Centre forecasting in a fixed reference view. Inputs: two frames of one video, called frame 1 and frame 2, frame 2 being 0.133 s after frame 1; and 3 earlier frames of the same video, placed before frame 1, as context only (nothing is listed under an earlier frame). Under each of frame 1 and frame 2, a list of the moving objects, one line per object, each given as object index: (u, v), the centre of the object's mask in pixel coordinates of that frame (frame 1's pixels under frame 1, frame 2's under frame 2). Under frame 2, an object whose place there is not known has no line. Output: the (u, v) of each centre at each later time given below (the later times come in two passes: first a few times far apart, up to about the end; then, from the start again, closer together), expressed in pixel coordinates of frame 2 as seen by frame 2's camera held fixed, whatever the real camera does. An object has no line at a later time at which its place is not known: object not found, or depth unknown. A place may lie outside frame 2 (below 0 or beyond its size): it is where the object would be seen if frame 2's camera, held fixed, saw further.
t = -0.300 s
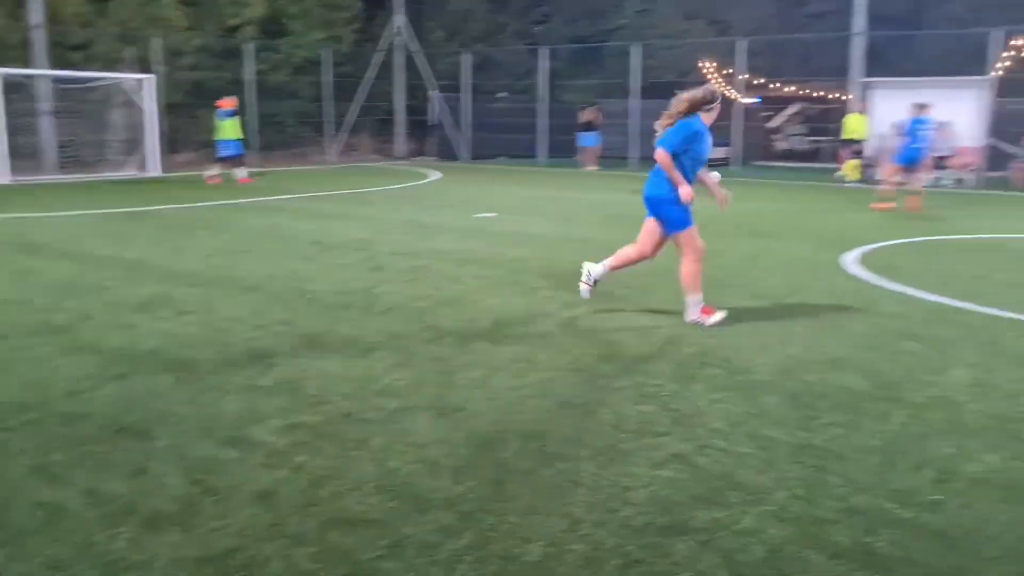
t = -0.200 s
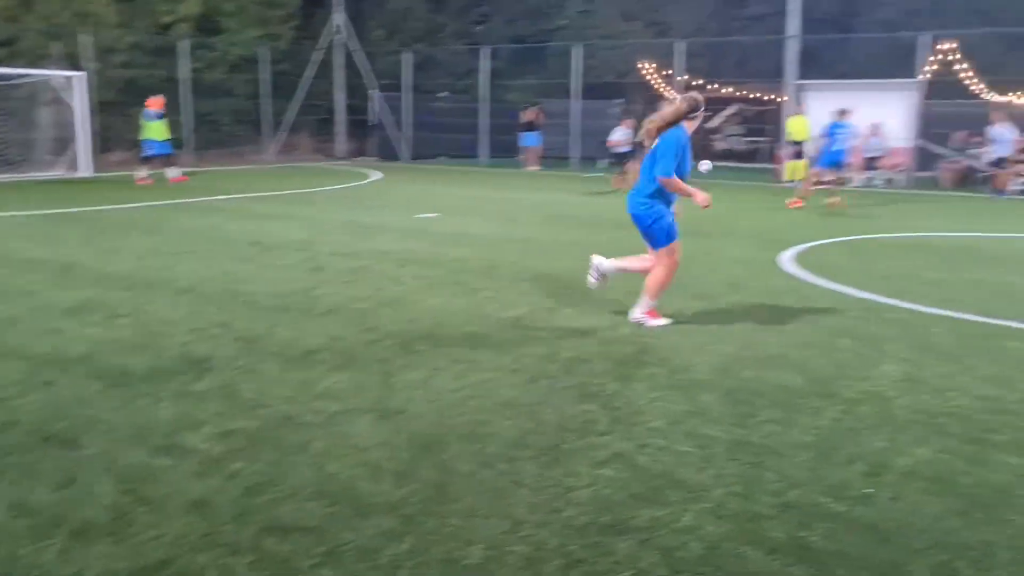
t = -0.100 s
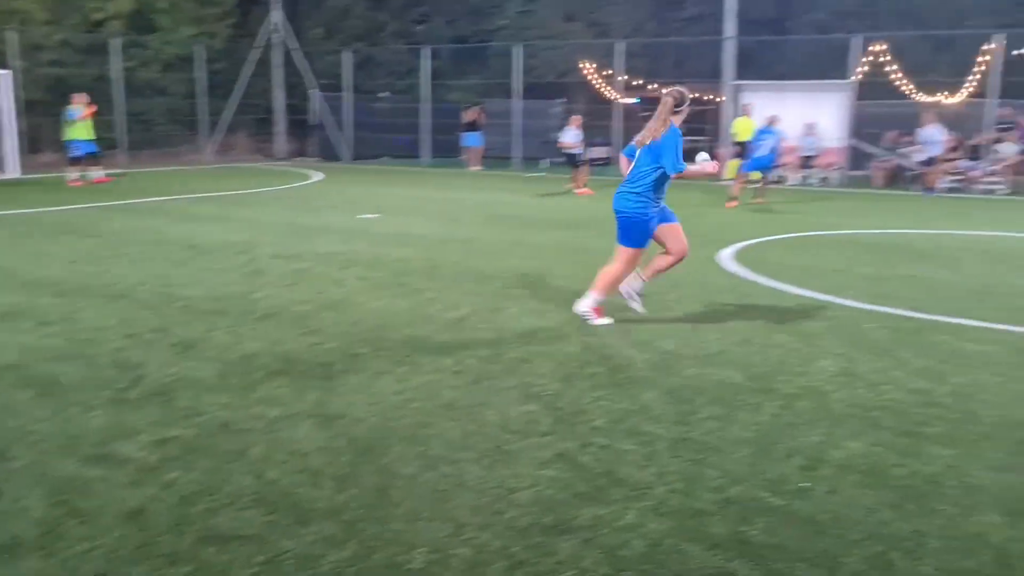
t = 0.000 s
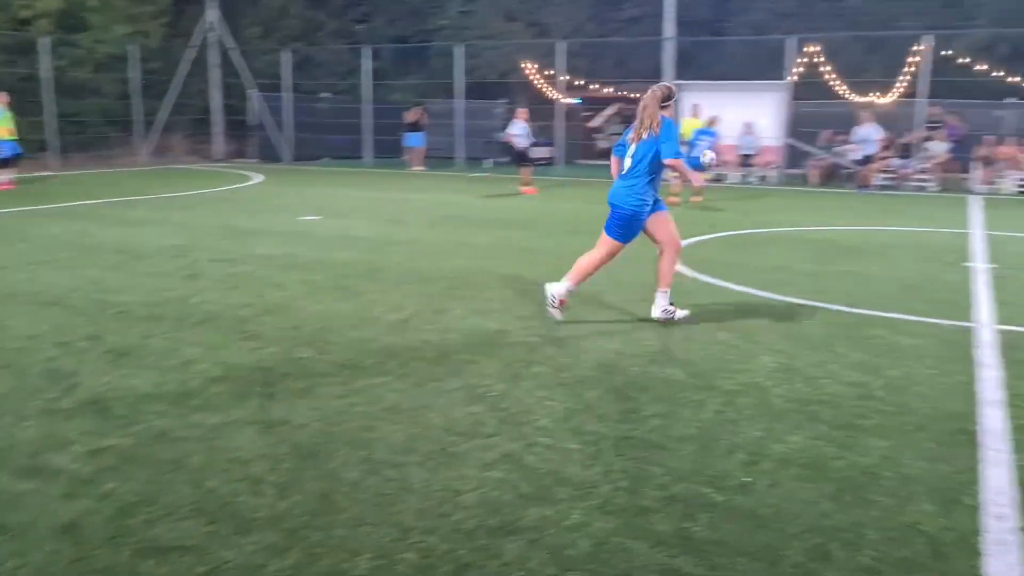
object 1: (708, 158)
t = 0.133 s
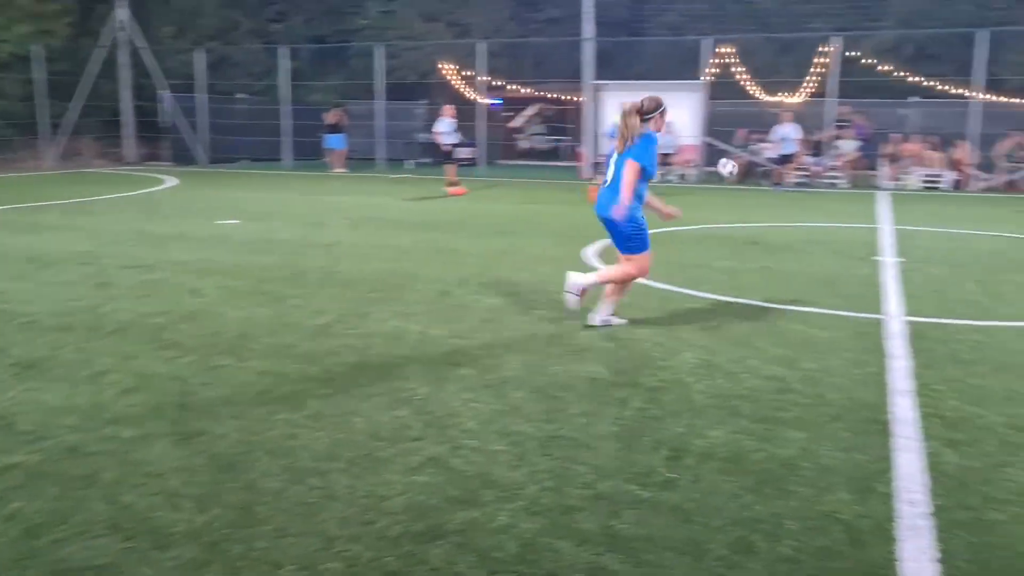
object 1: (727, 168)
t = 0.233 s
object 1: (816, 187)
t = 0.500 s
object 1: (1127, 259)
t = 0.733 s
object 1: (1482, 267)
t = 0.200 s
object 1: (784, 179)
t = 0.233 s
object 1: (816, 187)
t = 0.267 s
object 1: (851, 198)
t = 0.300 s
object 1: (886, 208)
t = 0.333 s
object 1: (924, 224)
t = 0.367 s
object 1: (966, 241)
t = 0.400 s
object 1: (1009, 258)
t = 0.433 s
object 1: (1053, 271)
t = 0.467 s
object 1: (1090, 265)
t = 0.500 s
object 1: (1127, 259)
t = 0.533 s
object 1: (1168, 255)
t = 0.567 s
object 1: (1213, 253)
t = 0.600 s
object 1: (1258, 252)
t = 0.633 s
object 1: (1308, 253)
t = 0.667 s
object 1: (1362, 255)
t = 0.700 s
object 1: (1419, 260)
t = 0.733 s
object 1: (1482, 267)
